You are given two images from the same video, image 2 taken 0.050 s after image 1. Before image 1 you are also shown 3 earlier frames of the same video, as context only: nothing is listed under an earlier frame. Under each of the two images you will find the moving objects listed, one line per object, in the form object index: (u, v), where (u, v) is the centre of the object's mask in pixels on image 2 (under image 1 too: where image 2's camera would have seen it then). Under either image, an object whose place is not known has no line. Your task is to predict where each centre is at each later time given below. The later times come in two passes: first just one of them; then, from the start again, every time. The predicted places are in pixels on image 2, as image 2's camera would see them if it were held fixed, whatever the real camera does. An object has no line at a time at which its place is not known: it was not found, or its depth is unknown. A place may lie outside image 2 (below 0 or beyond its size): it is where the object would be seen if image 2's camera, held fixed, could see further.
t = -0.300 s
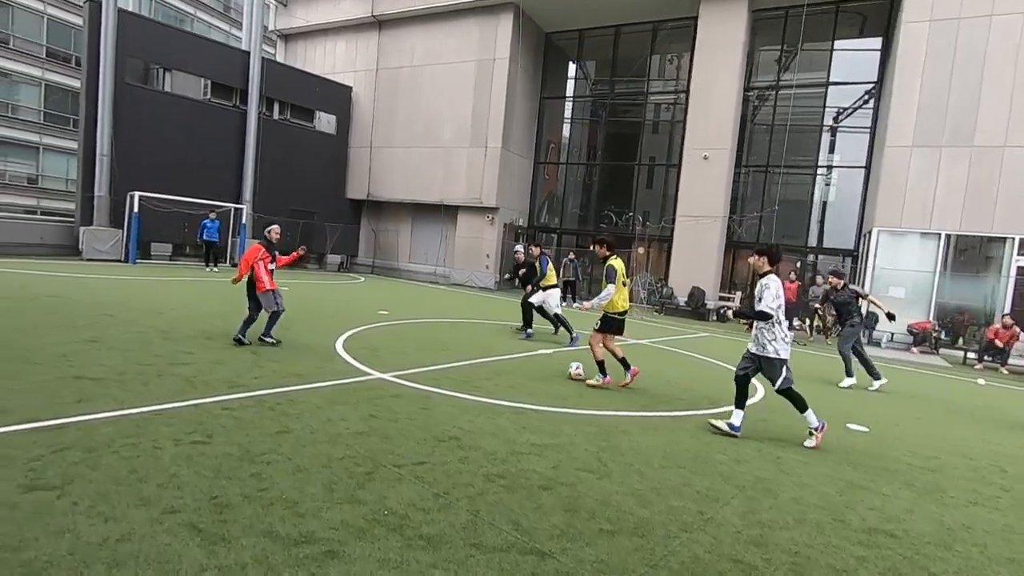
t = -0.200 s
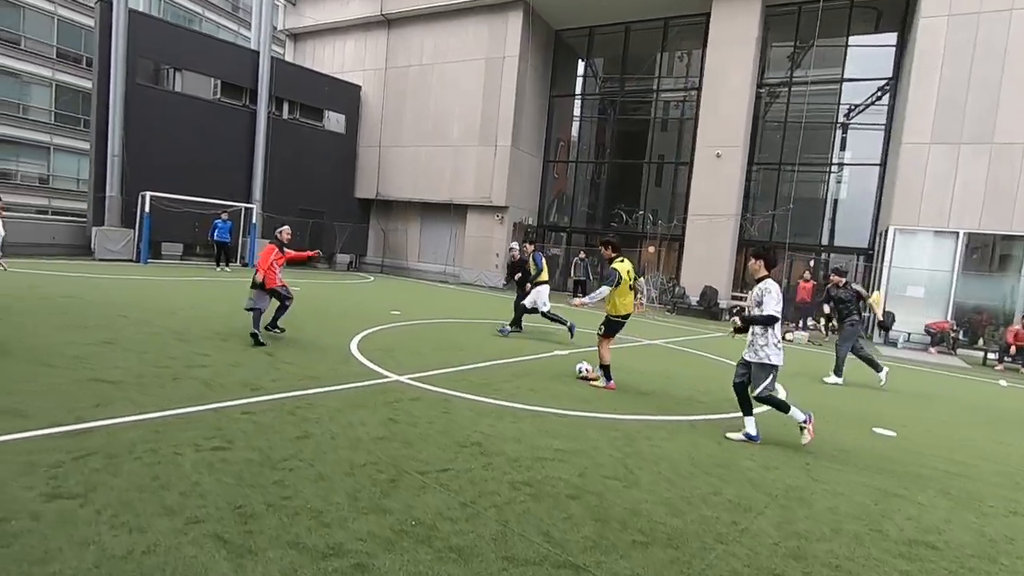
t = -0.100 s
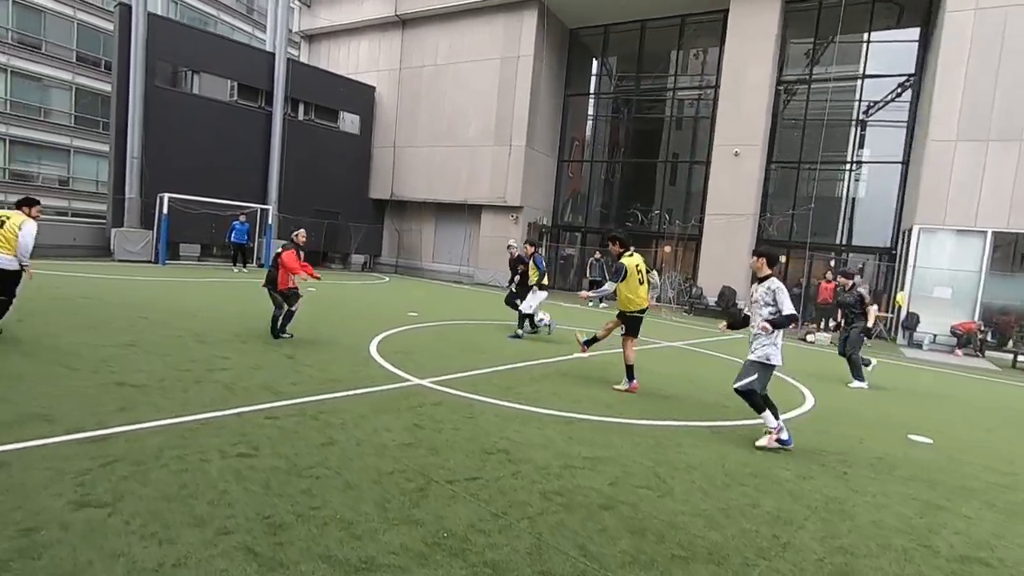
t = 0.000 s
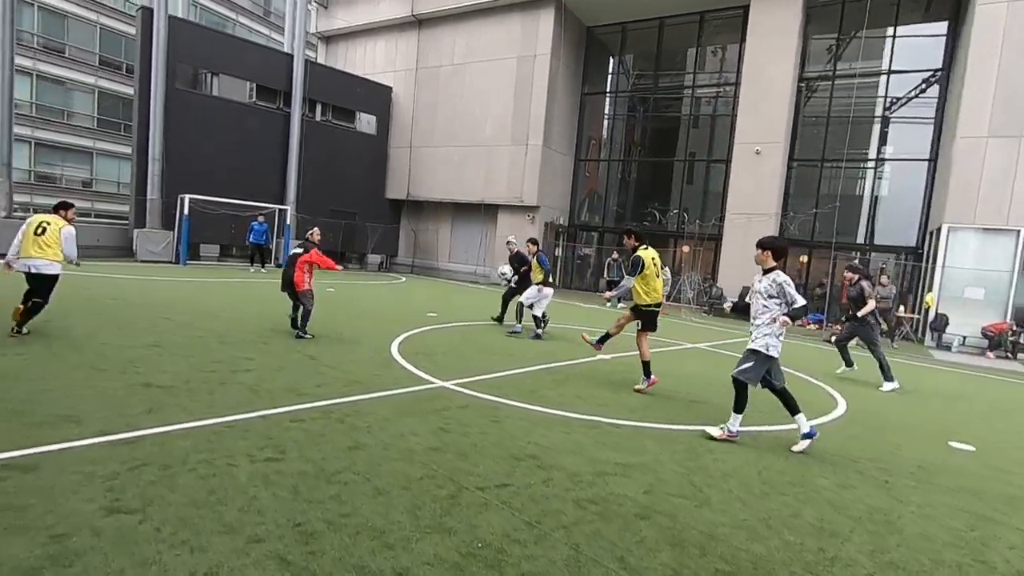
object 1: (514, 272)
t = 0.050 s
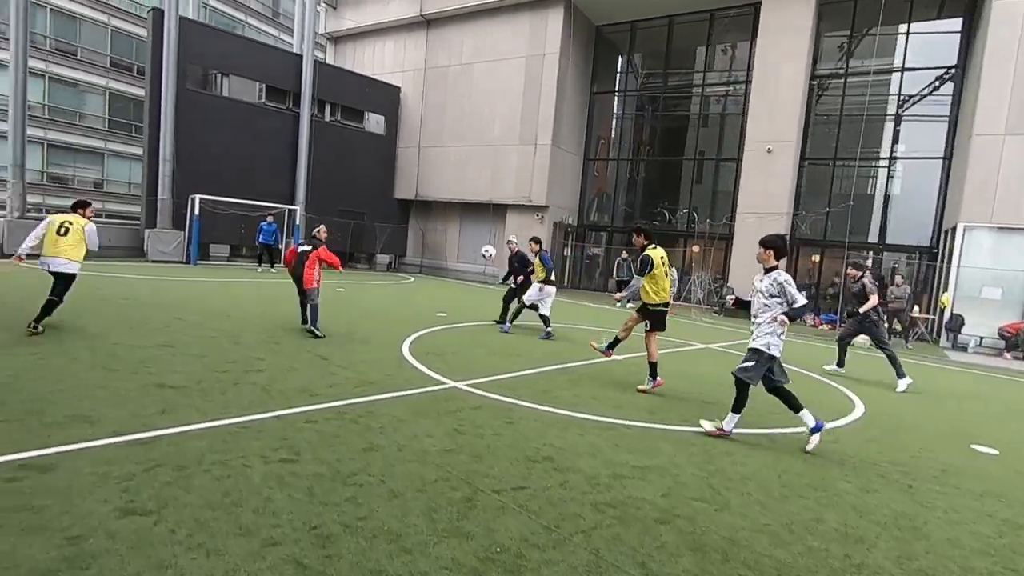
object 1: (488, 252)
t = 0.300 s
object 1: (376, 195)
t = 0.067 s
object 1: (480, 246)
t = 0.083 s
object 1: (472, 241)
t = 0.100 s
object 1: (464, 235)
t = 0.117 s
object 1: (456, 230)
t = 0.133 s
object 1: (448, 225)
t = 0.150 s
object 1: (441, 221)
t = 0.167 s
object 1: (433, 217)
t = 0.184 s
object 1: (425, 214)
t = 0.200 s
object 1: (418, 210)
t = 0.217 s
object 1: (411, 207)
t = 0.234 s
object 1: (404, 205)
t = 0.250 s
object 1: (396, 202)
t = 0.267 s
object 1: (389, 200)
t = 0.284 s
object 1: (382, 197)
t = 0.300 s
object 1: (376, 195)
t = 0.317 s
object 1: (369, 194)
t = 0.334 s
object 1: (363, 192)
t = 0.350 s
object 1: (356, 191)
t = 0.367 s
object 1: (350, 190)
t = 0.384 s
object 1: (343, 189)
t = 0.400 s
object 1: (337, 189)
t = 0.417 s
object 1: (331, 188)
